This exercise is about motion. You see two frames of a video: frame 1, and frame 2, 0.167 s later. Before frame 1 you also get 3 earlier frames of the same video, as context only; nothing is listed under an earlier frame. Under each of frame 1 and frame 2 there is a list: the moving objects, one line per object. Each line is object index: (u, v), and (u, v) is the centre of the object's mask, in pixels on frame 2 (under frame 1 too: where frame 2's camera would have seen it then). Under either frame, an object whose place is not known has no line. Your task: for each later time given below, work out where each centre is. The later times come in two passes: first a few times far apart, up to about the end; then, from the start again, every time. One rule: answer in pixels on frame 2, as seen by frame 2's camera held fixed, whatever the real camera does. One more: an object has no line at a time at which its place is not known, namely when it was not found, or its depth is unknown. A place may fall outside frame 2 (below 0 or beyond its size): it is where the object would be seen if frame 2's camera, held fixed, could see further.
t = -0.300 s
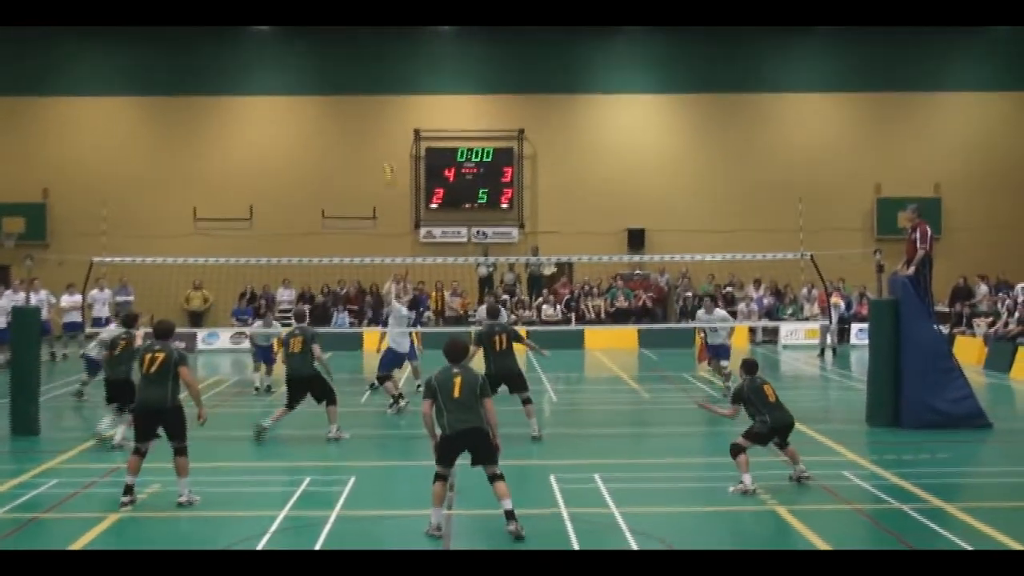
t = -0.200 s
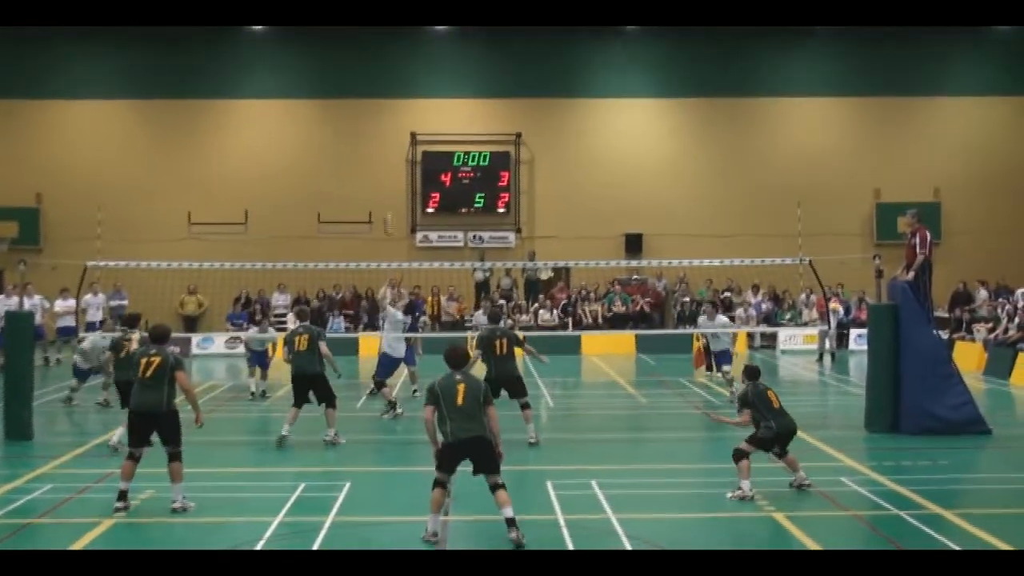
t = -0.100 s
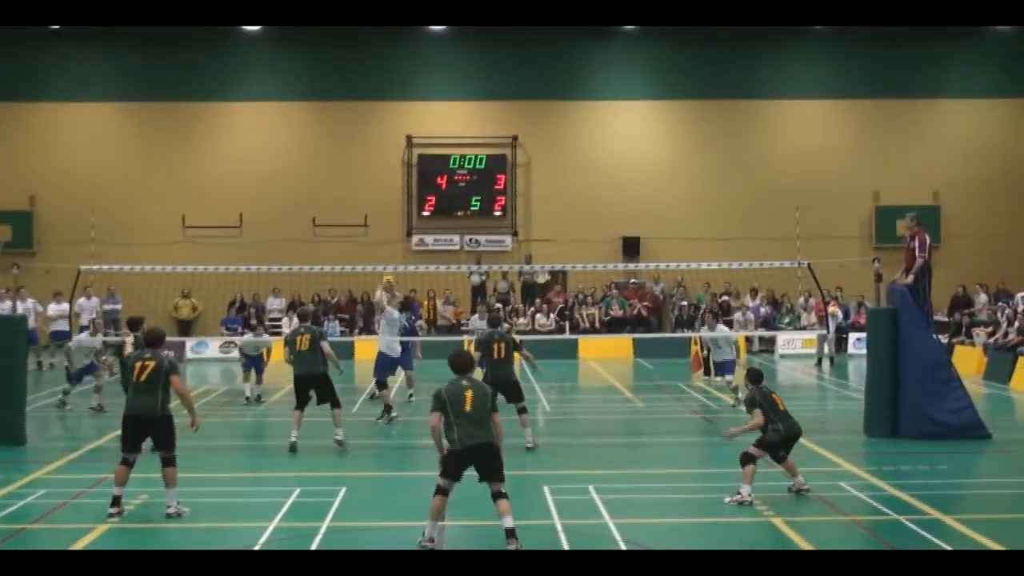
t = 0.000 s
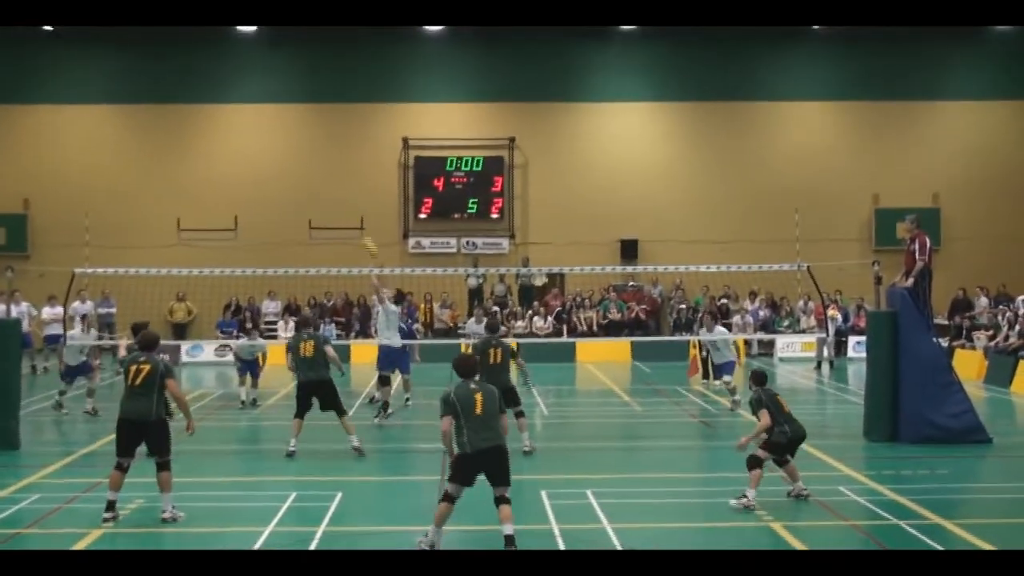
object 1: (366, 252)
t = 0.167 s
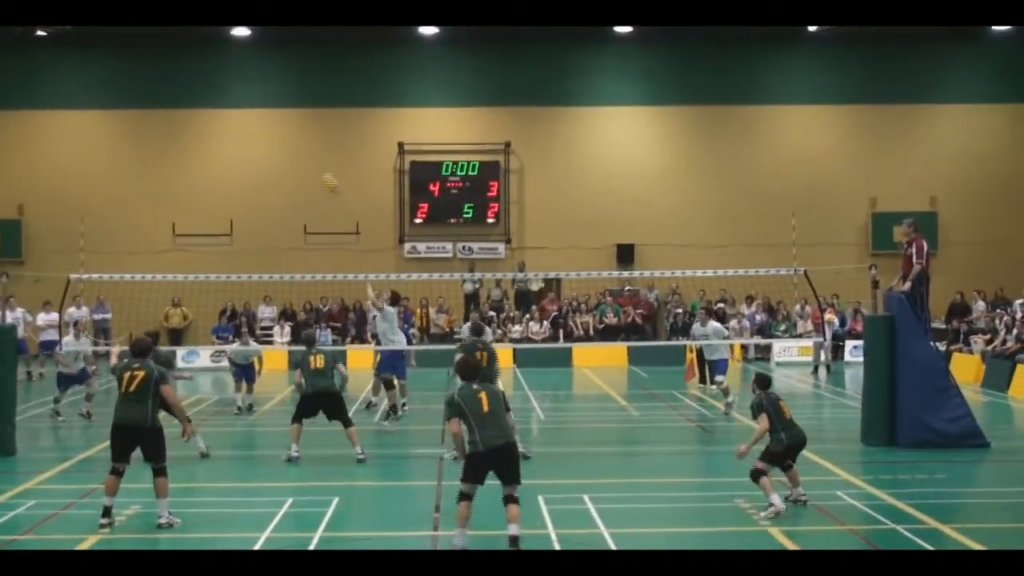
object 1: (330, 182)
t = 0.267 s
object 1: (310, 151)
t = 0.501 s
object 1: (264, 103)
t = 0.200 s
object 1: (323, 172)
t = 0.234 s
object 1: (317, 161)
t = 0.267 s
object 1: (310, 151)
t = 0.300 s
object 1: (303, 142)
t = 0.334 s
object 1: (296, 133)
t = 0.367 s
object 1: (289, 126)
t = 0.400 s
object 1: (282, 120)
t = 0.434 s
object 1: (276, 113)
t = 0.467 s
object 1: (270, 107)
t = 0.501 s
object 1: (264, 103)
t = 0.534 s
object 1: (256, 98)
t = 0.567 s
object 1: (250, 94)
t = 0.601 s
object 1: (243, 91)
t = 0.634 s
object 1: (236, 89)
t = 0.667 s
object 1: (230, 87)
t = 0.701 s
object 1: (223, 87)
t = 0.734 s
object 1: (217, 87)
